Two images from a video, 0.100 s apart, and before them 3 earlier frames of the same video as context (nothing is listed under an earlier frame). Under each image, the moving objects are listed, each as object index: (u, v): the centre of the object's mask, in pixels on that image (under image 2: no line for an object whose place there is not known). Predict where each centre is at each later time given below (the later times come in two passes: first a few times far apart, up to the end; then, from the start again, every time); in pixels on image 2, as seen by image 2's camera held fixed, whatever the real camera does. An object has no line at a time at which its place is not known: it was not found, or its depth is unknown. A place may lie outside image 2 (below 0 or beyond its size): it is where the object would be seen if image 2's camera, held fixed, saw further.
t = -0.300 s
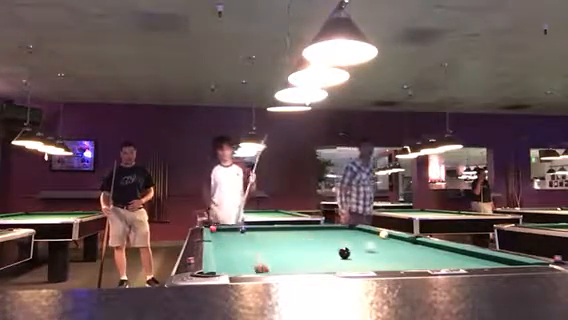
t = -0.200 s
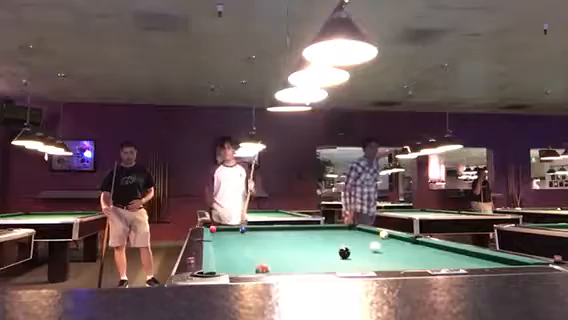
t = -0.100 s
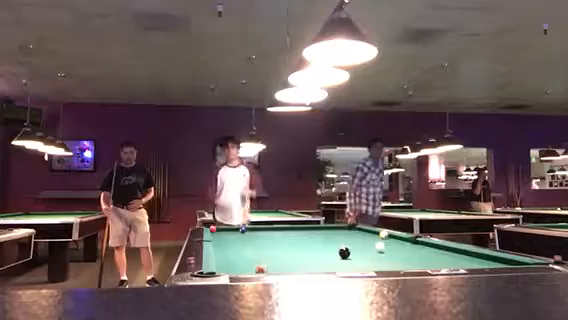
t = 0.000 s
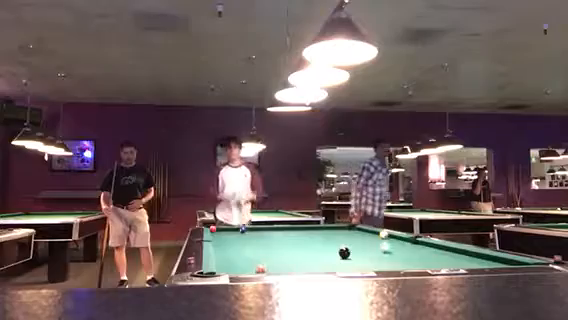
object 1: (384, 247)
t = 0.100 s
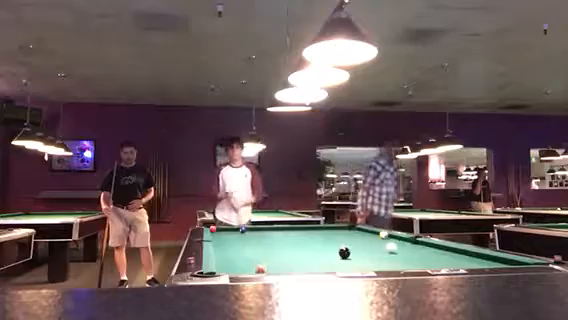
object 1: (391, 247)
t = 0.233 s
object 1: (398, 248)
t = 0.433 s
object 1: (406, 248)
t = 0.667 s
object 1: (417, 248)
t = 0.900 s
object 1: (426, 249)
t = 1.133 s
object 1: (433, 249)
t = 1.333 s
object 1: (440, 249)
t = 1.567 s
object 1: (446, 250)
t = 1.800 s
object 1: (450, 250)
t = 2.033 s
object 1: (454, 250)
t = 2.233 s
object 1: (456, 250)
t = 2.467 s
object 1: (457, 250)
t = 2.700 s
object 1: (457, 250)
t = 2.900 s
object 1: (457, 250)
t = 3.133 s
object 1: (457, 250)
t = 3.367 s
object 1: (457, 250)
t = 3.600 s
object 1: (457, 250)
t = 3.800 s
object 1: (457, 250)
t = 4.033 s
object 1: (457, 250)
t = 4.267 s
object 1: (457, 250)
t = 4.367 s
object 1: (457, 250)
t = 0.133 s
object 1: (393, 247)
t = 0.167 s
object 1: (394, 247)
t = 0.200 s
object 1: (396, 248)
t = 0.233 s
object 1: (398, 248)
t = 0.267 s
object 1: (399, 248)
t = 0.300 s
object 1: (401, 248)
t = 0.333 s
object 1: (401, 248)
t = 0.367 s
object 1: (403, 248)
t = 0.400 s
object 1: (405, 248)
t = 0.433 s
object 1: (406, 248)
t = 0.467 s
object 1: (407, 249)
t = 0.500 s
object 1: (409, 249)
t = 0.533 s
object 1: (411, 249)
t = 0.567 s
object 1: (412, 248)
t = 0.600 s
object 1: (414, 248)
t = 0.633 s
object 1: (416, 248)
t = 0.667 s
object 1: (417, 248)
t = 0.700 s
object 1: (418, 248)
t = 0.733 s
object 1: (419, 249)
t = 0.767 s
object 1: (420, 248)
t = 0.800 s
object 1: (422, 249)
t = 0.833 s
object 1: (423, 249)
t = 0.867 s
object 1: (424, 249)
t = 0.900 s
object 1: (426, 249)
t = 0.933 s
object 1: (427, 249)
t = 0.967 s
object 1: (428, 249)
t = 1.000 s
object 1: (429, 249)
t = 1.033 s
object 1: (431, 249)
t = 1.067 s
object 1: (431, 249)
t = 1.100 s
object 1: (432, 249)
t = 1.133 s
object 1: (433, 249)
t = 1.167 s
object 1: (434, 249)
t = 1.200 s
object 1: (436, 249)
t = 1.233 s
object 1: (437, 249)
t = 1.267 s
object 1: (438, 249)
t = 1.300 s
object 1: (439, 249)
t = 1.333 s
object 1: (440, 249)
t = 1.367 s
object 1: (441, 249)
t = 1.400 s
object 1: (441, 249)
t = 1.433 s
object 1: (443, 250)
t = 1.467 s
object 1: (443, 250)
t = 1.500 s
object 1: (444, 250)
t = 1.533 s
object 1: (444, 250)
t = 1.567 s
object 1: (446, 250)
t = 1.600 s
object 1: (446, 249)
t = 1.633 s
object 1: (447, 250)
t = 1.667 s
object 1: (448, 250)
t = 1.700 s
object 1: (449, 250)
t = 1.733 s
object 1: (449, 250)
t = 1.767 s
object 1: (450, 250)
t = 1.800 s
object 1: (450, 250)
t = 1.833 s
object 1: (451, 250)
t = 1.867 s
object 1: (451, 250)
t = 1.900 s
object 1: (452, 250)
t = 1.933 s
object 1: (452, 250)
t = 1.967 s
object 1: (453, 250)
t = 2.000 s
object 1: (453, 250)
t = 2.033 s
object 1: (454, 250)
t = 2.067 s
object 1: (454, 250)
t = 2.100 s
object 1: (454, 250)
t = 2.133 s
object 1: (455, 250)
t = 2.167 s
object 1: (455, 250)
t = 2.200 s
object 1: (455, 250)
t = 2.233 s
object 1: (456, 250)
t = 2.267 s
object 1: (456, 250)
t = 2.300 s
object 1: (456, 250)
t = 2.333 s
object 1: (456, 250)
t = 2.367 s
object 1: (456, 250)
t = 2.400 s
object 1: (456, 250)
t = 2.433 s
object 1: (457, 250)
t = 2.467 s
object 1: (457, 250)
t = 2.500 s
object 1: (457, 250)
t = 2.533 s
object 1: (457, 250)
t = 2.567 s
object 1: (457, 250)
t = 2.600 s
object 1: (457, 250)
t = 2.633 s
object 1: (457, 250)
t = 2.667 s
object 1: (457, 250)
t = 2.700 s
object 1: (457, 250)
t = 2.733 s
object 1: (457, 250)
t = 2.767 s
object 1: (457, 250)
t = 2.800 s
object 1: (457, 250)
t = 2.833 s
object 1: (457, 250)
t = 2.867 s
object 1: (457, 250)
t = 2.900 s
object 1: (457, 250)
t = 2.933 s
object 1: (457, 250)
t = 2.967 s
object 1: (457, 250)
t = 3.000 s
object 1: (457, 250)
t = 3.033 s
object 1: (457, 250)
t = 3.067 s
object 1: (457, 250)
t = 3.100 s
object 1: (457, 250)
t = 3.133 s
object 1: (457, 250)
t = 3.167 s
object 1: (457, 250)
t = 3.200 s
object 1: (457, 250)
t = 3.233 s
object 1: (457, 250)
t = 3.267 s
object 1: (457, 250)
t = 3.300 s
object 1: (457, 250)
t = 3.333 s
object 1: (457, 250)
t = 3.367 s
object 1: (457, 250)
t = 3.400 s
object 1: (457, 250)
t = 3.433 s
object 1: (457, 250)
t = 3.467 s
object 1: (457, 250)
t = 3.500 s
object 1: (457, 250)
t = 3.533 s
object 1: (457, 250)
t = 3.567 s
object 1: (457, 250)
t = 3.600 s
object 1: (457, 250)
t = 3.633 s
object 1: (457, 250)
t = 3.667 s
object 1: (457, 250)
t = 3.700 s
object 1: (457, 250)
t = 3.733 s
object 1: (457, 250)
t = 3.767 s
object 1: (457, 250)
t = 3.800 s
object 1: (457, 250)
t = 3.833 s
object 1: (457, 250)
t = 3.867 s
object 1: (457, 250)
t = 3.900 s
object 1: (457, 250)
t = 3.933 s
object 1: (457, 250)
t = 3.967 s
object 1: (457, 250)
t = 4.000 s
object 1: (457, 250)
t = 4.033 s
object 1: (457, 250)
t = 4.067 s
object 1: (457, 250)
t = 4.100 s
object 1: (457, 250)
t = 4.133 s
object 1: (457, 250)
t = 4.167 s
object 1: (457, 250)
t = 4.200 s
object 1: (457, 250)
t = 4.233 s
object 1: (457, 250)
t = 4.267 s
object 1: (457, 250)
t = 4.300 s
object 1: (457, 250)
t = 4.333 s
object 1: (457, 250)
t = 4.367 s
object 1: (457, 250)
